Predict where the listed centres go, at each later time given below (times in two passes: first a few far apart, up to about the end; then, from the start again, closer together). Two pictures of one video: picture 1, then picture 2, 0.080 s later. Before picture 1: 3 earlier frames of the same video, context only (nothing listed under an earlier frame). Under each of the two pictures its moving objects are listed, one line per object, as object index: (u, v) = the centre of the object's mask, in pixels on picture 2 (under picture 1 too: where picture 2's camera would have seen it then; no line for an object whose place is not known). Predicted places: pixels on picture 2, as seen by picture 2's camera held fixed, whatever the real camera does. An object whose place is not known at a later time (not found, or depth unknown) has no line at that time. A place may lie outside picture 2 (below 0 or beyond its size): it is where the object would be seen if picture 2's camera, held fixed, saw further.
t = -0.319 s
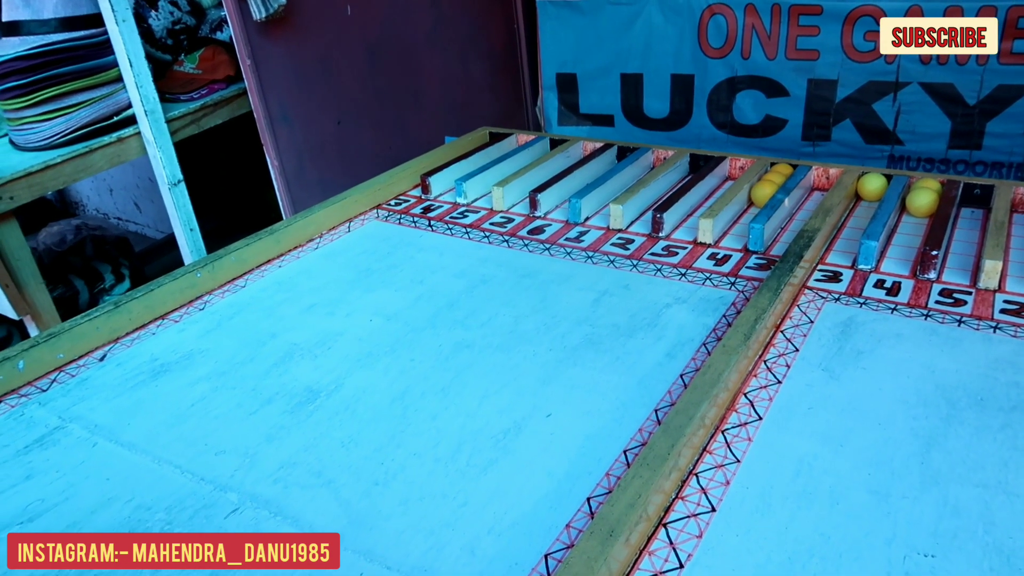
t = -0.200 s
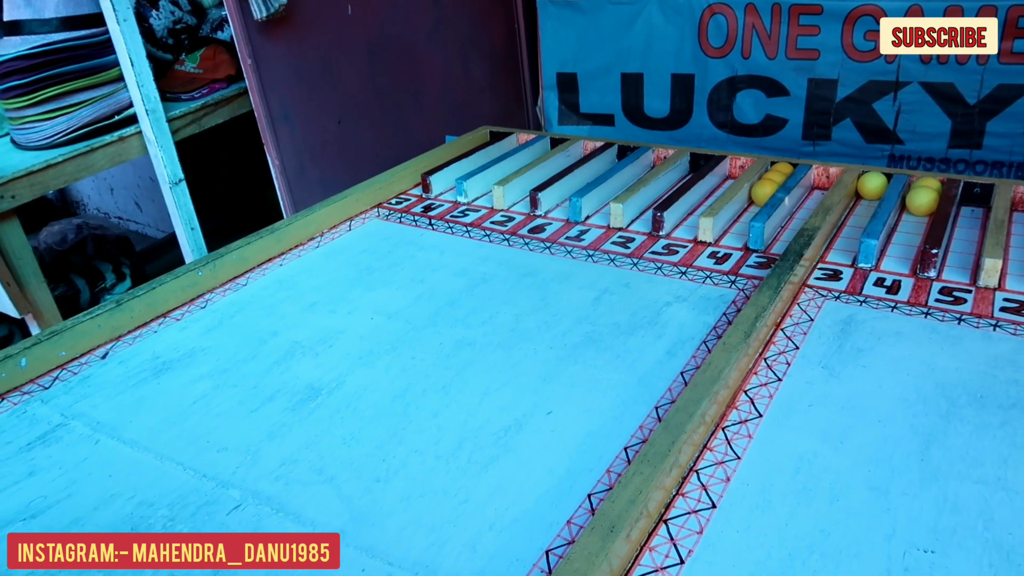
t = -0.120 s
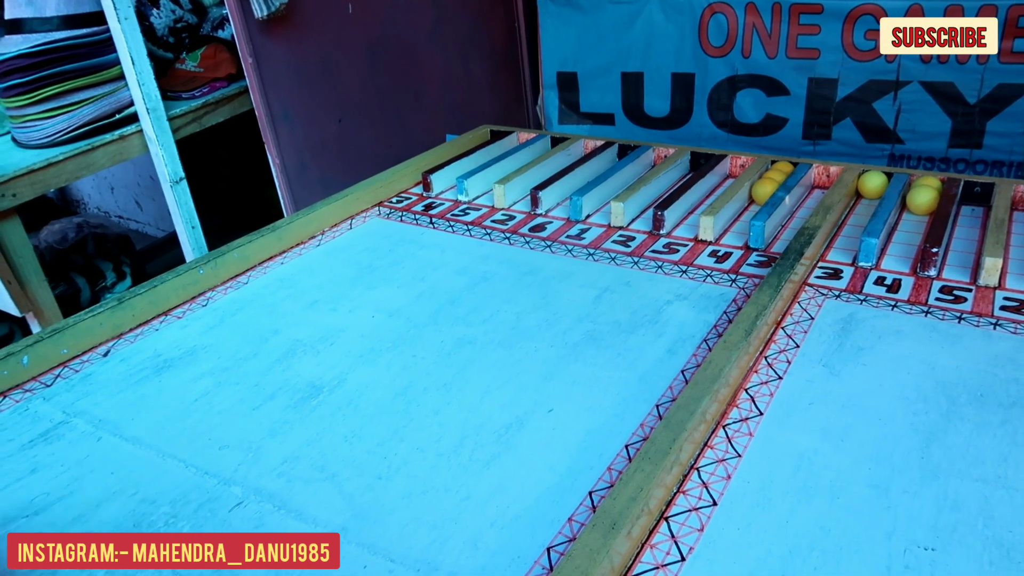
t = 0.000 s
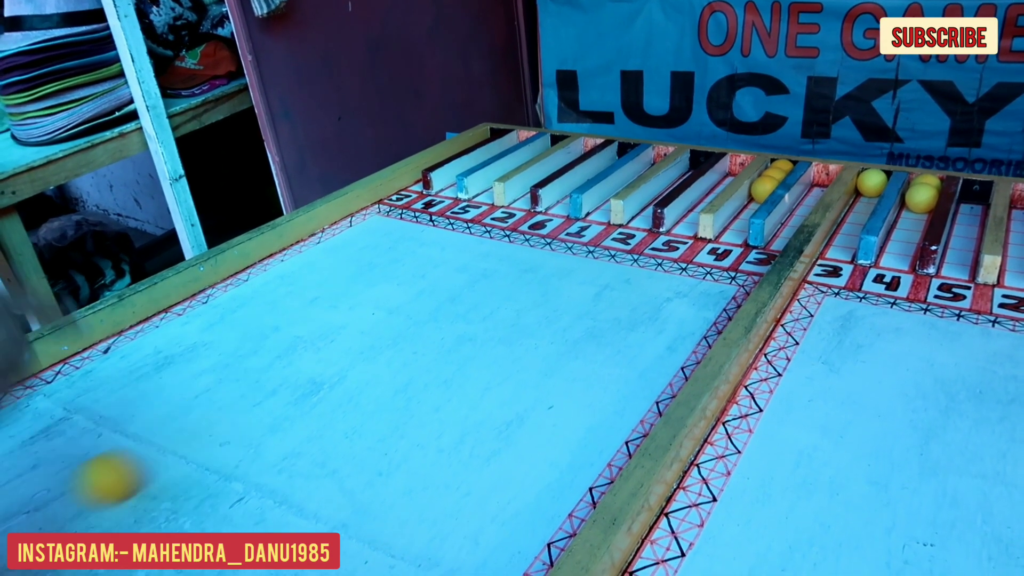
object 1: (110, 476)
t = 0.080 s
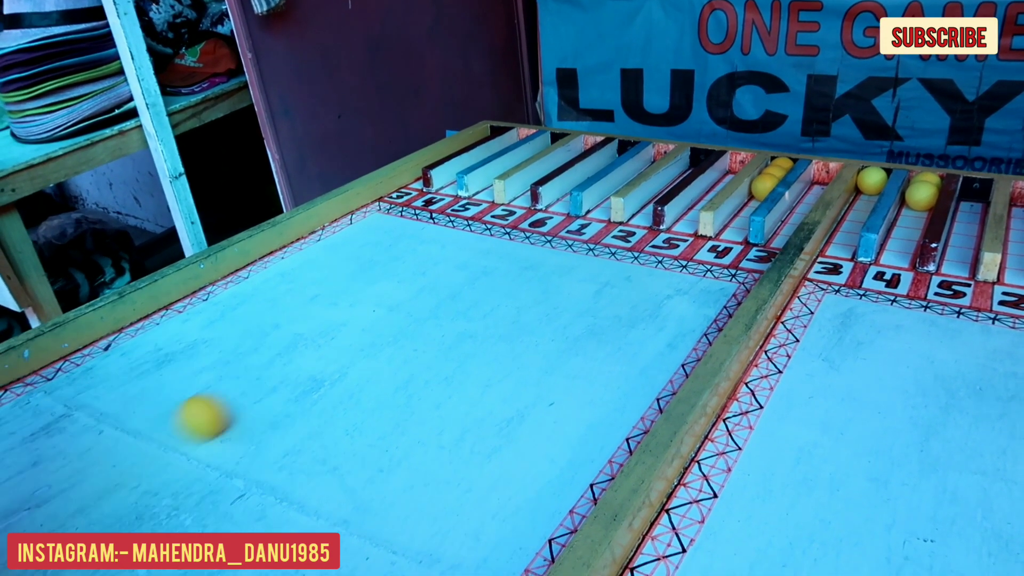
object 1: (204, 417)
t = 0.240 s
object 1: (332, 339)
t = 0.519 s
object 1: (504, 246)
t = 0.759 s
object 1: (560, 231)
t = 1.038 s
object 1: (563, 271)
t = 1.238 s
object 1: (578, 294)
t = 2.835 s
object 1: (789, 224)
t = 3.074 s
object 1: (810, 193)
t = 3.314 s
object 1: (818, 182)
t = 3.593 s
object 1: (815, 186)
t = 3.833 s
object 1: (817, 183)
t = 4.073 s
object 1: (824, 176)
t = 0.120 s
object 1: (239, 392)
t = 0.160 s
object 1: (272, 373)
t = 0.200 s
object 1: (303, 356)
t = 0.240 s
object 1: (332, 339)
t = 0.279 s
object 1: (361, 324)
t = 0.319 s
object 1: (388, 309)
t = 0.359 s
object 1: (413, 295)
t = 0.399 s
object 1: (438, 282)
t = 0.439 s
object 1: (461, 270)
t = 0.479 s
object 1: (483, 258)
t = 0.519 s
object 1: (504, 246)
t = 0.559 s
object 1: (526, 234)
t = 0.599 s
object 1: (545, 224)
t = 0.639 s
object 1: (565, 214)
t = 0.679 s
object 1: (571, 210)
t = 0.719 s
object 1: (565, 220)
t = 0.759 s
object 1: (560, 231)
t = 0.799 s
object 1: (557, 239)
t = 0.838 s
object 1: (557, 245)
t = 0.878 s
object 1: (558, 252)
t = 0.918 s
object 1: (559, 257)
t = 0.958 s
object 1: (560, 262)
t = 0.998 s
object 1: (561, 267)
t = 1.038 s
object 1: (563, 271)
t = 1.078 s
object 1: (565, 276)
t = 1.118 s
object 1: (567, 280)
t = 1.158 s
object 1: (570, 285)
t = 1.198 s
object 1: (573, 289)
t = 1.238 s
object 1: (578, 294)
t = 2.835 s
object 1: (789, 224)
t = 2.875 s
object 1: (792, 219)
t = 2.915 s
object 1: (796, 214)
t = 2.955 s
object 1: (800, 208)
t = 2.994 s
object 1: (804, 203)
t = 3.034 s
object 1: (808, 198)
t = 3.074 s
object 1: (810, 193)
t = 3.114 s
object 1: (813, 189)
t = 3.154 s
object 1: (817, 184)
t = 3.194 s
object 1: (821, 180)
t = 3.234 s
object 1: (824, 176)
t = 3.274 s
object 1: (821, 179)
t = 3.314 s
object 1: (818, 182)
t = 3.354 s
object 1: (816, 183)
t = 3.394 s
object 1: (816, 184)
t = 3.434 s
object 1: (815, 185)
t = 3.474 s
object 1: (815, 185)
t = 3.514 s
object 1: (814, 186)
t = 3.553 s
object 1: (814, 186)
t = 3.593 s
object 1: (815, 186)
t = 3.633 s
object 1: (815, 186)
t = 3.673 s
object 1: (815, 186)
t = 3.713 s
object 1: (815, 185)
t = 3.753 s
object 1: (816, 185)
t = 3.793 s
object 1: (816, 184)
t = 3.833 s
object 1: (817, 183)
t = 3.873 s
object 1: (818, 182)
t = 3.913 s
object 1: (818, 181)
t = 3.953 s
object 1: (819, 180)
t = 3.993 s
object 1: (821, 179)
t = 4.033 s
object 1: (822, 177)
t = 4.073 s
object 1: (824, 176)
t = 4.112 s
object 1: (825, 176)
